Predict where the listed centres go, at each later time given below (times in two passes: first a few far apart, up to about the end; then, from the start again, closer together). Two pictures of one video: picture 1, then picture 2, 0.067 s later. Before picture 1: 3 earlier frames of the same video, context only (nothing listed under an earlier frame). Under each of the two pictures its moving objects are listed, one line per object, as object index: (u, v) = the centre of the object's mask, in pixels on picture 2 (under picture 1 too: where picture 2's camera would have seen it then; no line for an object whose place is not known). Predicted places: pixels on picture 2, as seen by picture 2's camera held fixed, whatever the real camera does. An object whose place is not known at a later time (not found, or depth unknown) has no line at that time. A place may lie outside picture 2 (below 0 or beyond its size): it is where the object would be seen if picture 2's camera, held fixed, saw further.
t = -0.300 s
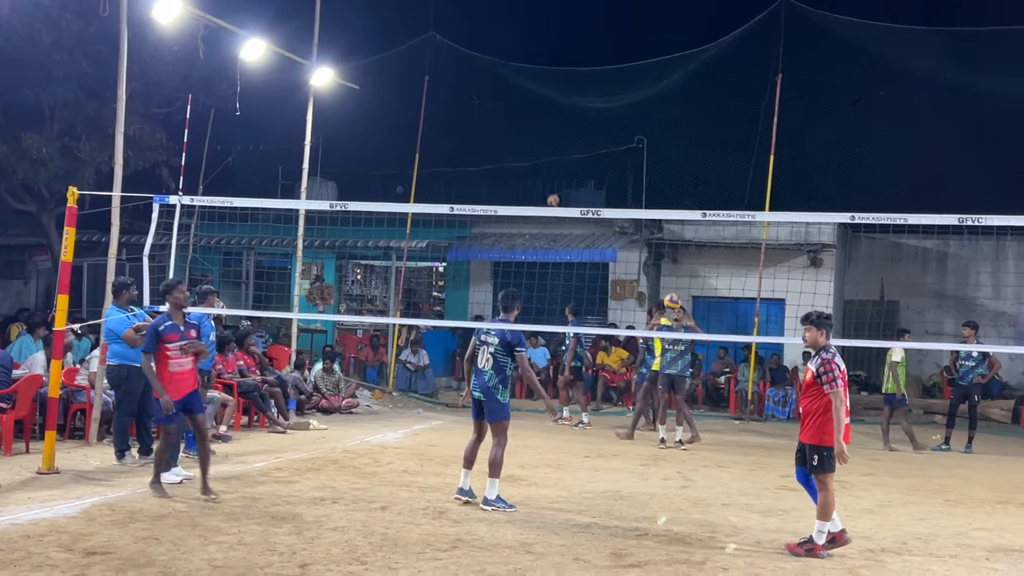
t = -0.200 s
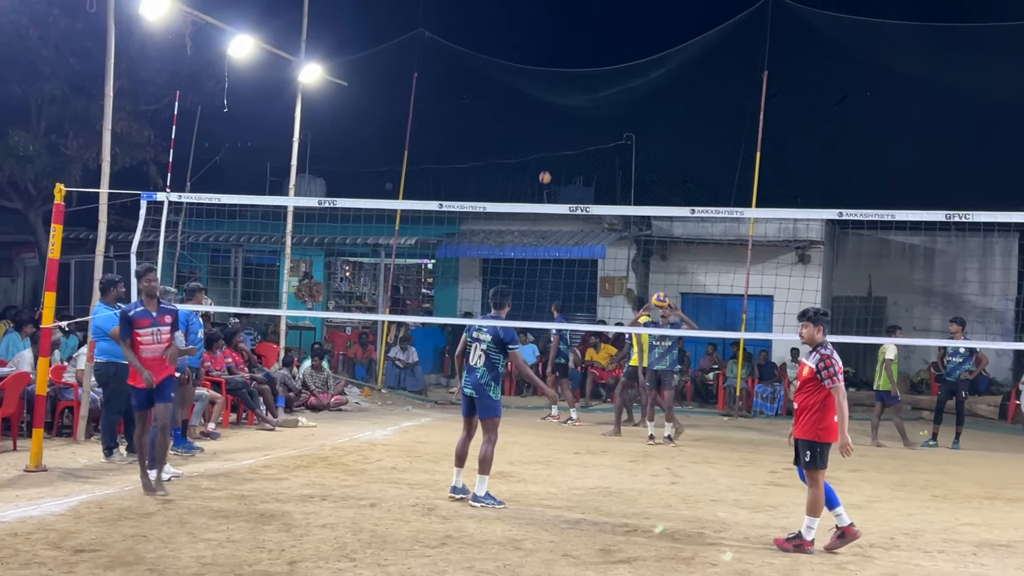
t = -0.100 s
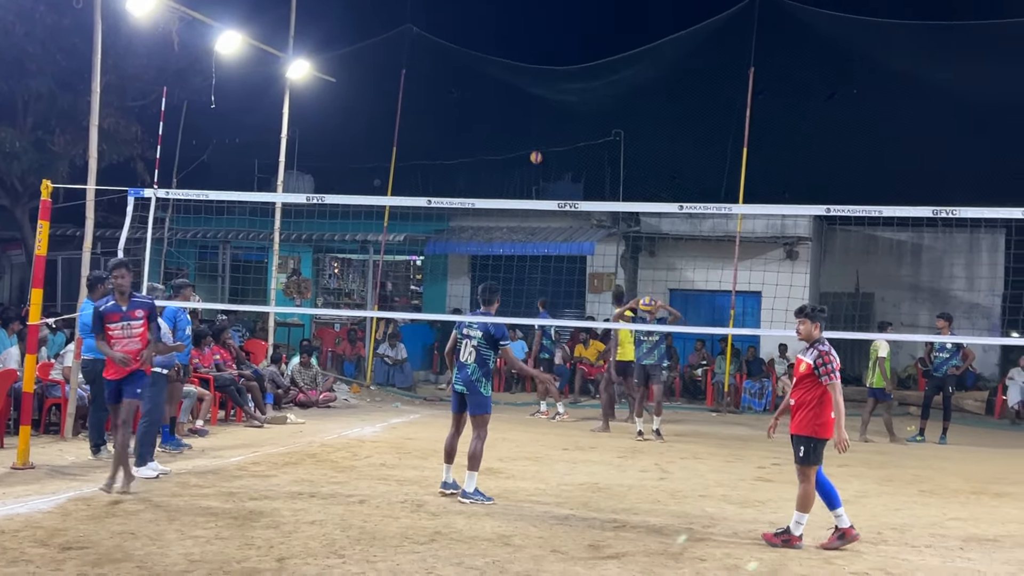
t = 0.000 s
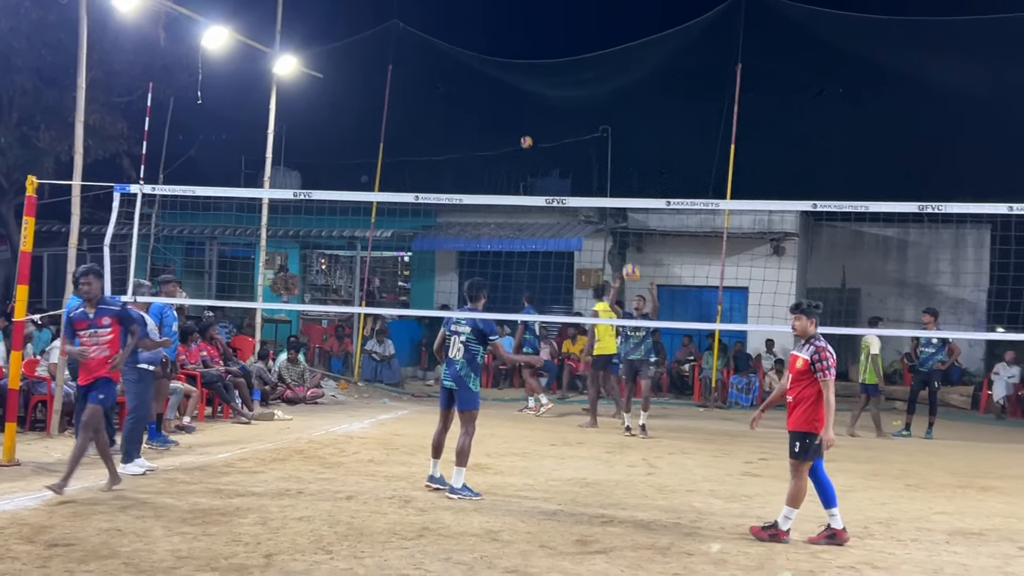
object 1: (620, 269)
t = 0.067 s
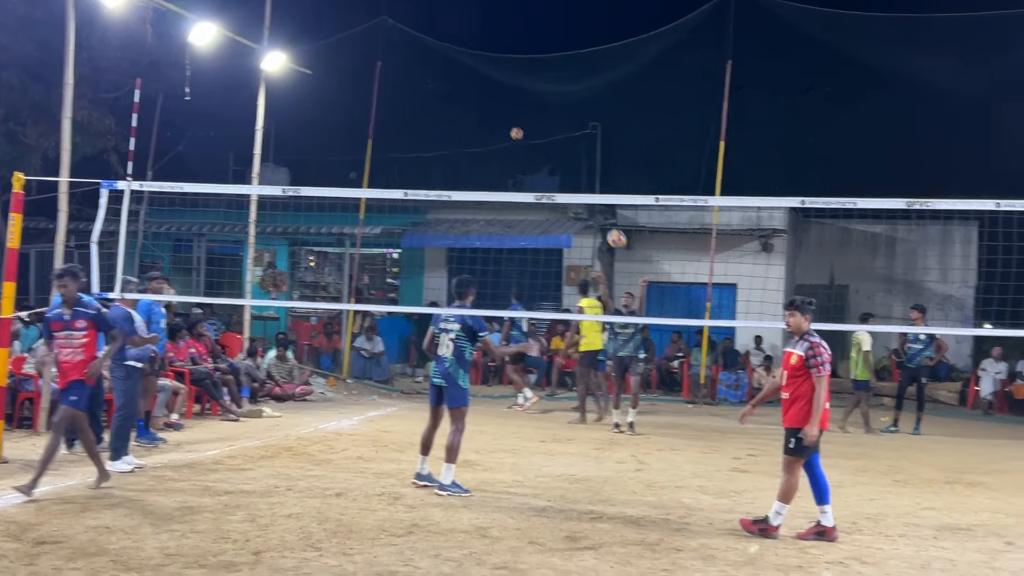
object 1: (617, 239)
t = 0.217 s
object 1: (608, 181)
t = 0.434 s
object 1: (593, 126)
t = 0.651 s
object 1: (573, 110)
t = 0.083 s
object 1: (616, 232)
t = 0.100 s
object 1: (615, 225)
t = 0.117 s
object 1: (614, 218)
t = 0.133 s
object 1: (613, 212)
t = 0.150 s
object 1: (613, 208)
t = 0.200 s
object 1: (609, 186)
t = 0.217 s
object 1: (608, 181)
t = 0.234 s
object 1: (607, 176)
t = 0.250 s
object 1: (606, 170)
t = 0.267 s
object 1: (605, 165)
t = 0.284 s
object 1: (604, 160)
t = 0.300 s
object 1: (602, 156)
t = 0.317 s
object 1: (601, 152)
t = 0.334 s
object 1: (600, 147)
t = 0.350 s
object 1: (599, 143)
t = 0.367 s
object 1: (598, 139)
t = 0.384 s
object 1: (596, 136)
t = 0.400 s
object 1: (595, 132)
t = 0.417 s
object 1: (594, 129)
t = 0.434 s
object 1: (593, 126)
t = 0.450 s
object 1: (591, 123)
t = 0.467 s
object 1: (590, 121)
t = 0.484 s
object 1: (588, 119)
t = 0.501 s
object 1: (587, 117)
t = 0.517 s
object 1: (585, 115)
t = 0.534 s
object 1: (584, 113)
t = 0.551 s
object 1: (582, 112)
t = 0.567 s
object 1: (581, 111)
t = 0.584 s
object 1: (579, 111)
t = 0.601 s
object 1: (578, 110)
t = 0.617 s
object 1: (576, 110)
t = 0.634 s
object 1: (574, 110)
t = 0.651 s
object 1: (573, 110)
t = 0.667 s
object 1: (571, 111)
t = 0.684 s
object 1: (569, 112)
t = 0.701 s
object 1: (568, 113)
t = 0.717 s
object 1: (566, 114)
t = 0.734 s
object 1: (564, 116)
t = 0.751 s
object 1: (562, 118)
